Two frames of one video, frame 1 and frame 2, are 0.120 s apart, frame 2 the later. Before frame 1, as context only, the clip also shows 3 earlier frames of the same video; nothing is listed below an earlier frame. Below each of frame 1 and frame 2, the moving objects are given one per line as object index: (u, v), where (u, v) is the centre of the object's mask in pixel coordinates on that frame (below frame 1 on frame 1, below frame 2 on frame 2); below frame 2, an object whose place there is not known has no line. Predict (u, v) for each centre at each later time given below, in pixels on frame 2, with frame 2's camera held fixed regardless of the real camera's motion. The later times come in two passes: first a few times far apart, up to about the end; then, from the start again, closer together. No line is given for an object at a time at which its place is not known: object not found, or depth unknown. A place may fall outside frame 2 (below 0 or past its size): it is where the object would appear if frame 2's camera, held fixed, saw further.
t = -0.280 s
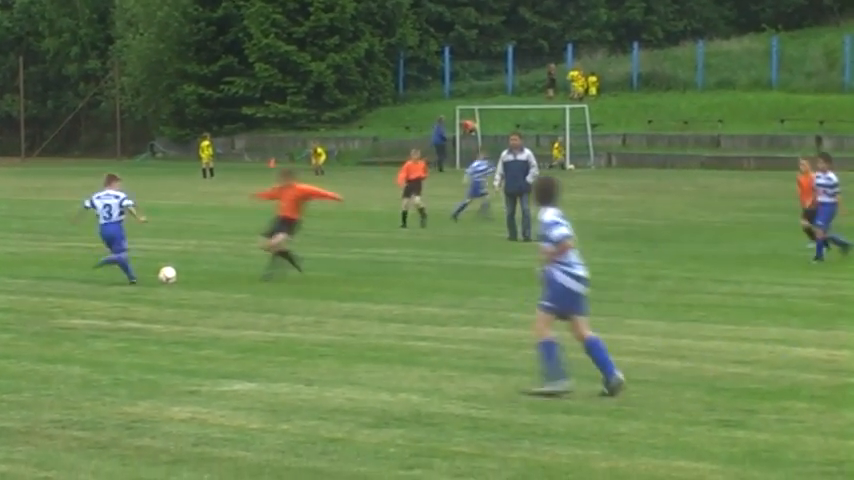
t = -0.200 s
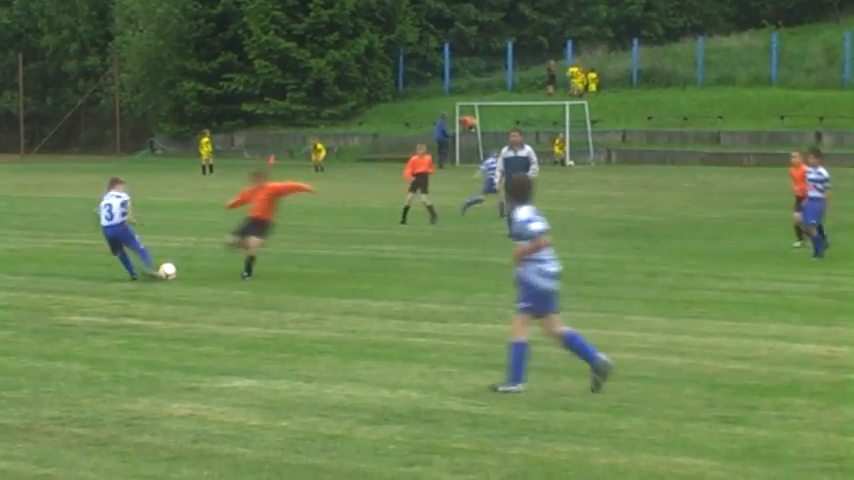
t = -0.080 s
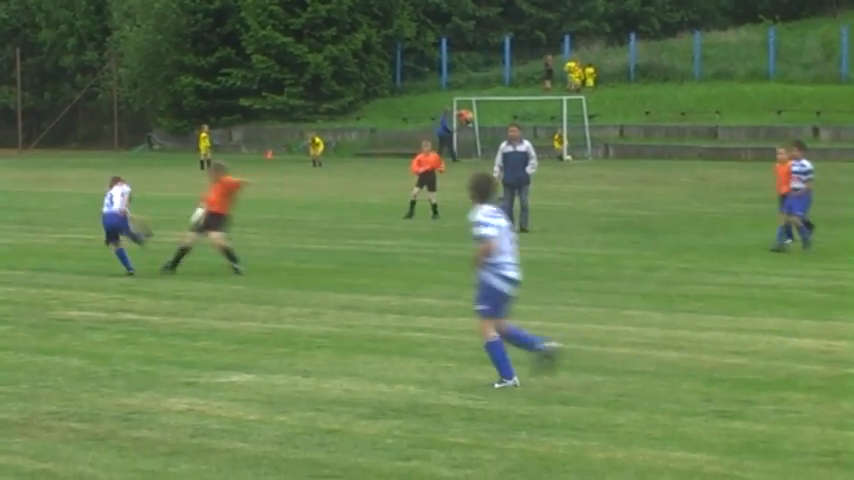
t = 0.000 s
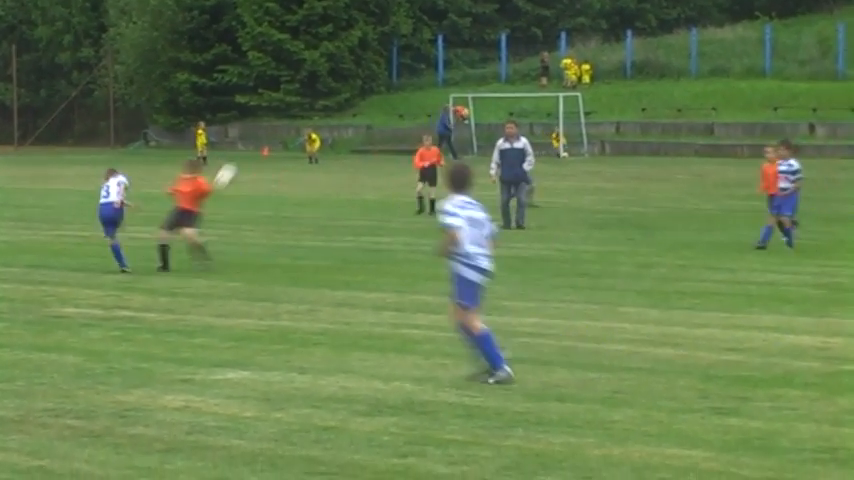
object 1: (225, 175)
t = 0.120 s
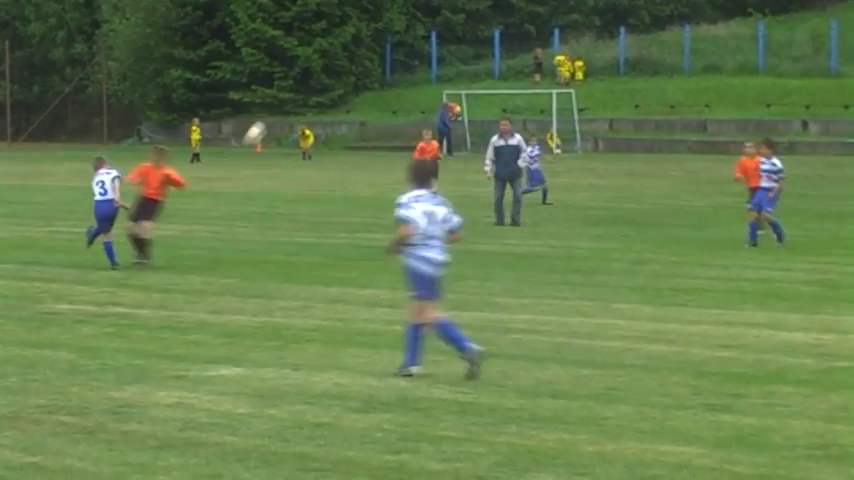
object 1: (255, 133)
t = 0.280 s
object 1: (300, 99)
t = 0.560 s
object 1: (370, 84)
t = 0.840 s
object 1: (428, 114)
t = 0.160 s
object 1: (266, 122)
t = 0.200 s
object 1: (278, 113)
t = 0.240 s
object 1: (289, 106)
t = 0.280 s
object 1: (300, 99)
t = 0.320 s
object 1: (311, 94)
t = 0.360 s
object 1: (321, 90)
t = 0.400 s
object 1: (332, 87)
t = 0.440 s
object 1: (341, 85)
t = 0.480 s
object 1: (351, 84)
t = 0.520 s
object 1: (361, 84)
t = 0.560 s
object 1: (370, 84)
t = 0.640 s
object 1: (387, 88)
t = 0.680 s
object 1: (395, 92)
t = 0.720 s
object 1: (403, 96)
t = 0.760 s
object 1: (412, 101)
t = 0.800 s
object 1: (420, 107)
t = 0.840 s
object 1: (428, 114)
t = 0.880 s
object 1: (436, 123)
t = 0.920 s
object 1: (443, 131)
